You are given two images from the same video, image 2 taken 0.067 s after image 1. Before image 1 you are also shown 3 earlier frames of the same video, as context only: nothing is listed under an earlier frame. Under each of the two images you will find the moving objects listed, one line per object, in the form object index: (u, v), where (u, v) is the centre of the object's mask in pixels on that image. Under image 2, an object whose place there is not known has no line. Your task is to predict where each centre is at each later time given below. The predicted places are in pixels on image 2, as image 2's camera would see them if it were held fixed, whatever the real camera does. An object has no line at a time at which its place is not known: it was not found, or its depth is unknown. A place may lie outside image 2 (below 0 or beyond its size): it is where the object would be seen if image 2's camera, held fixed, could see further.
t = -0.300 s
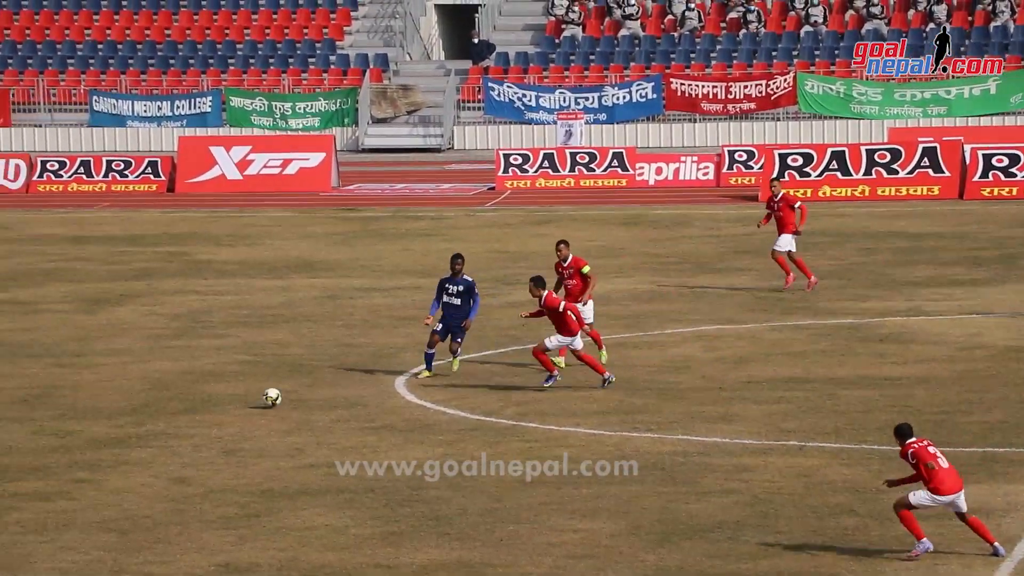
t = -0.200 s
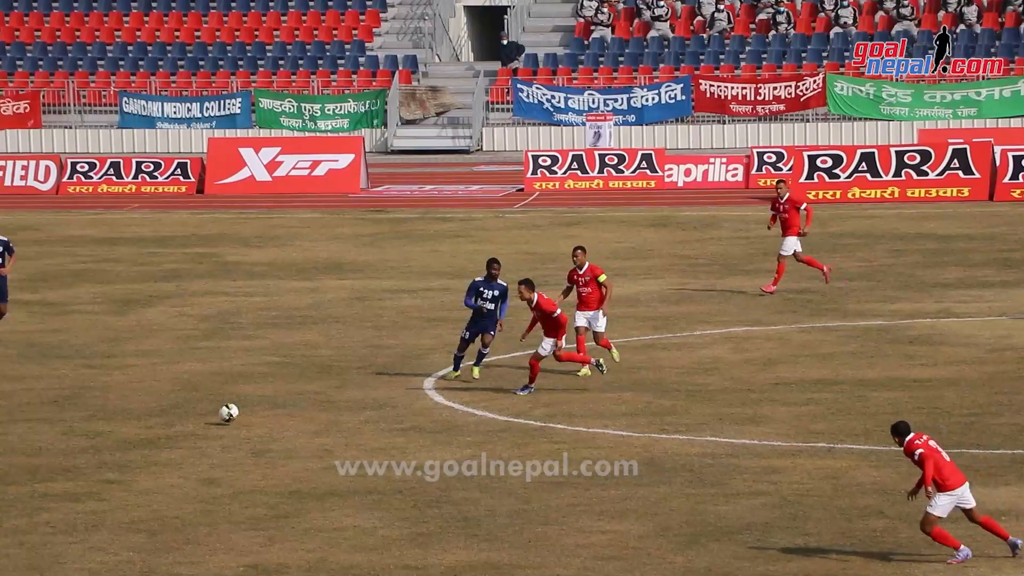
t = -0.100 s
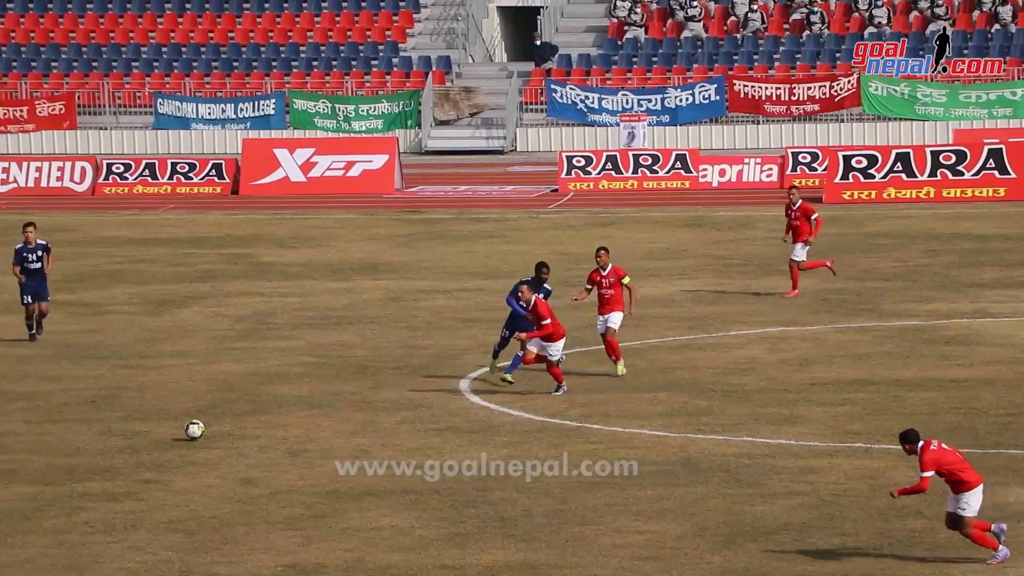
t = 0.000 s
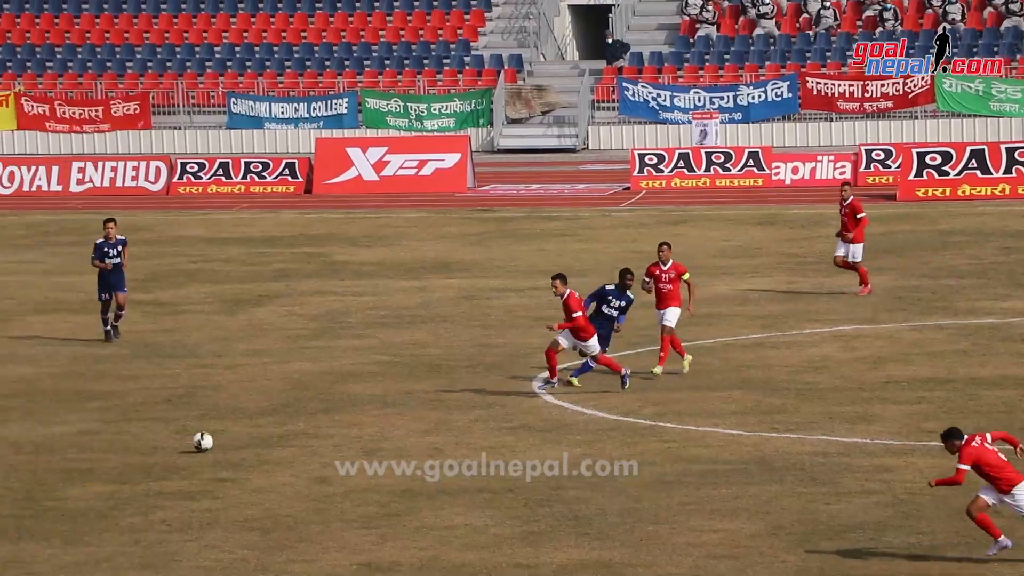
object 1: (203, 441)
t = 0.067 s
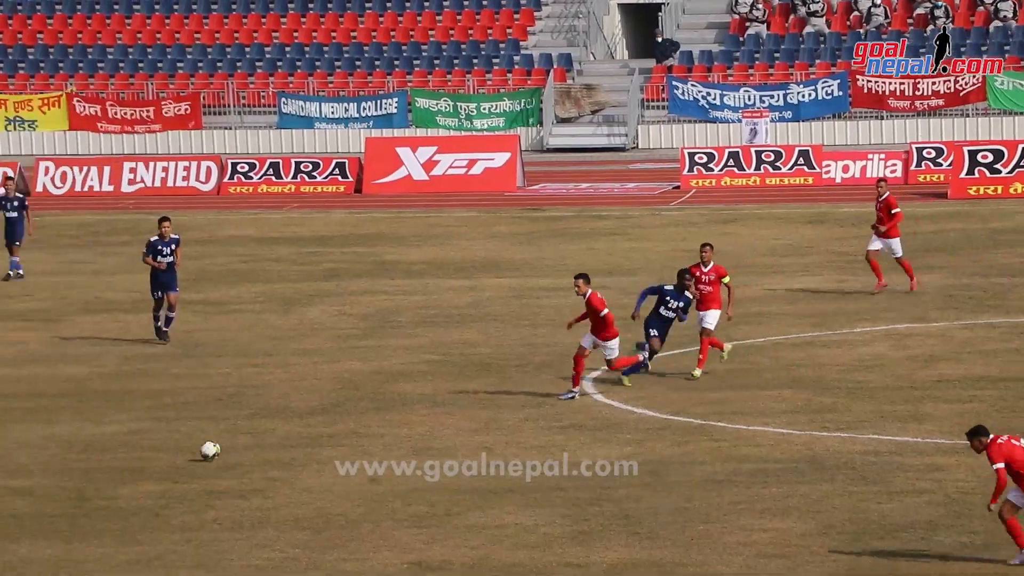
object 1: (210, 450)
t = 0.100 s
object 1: (187, 457)
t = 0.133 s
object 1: (166, 458)
